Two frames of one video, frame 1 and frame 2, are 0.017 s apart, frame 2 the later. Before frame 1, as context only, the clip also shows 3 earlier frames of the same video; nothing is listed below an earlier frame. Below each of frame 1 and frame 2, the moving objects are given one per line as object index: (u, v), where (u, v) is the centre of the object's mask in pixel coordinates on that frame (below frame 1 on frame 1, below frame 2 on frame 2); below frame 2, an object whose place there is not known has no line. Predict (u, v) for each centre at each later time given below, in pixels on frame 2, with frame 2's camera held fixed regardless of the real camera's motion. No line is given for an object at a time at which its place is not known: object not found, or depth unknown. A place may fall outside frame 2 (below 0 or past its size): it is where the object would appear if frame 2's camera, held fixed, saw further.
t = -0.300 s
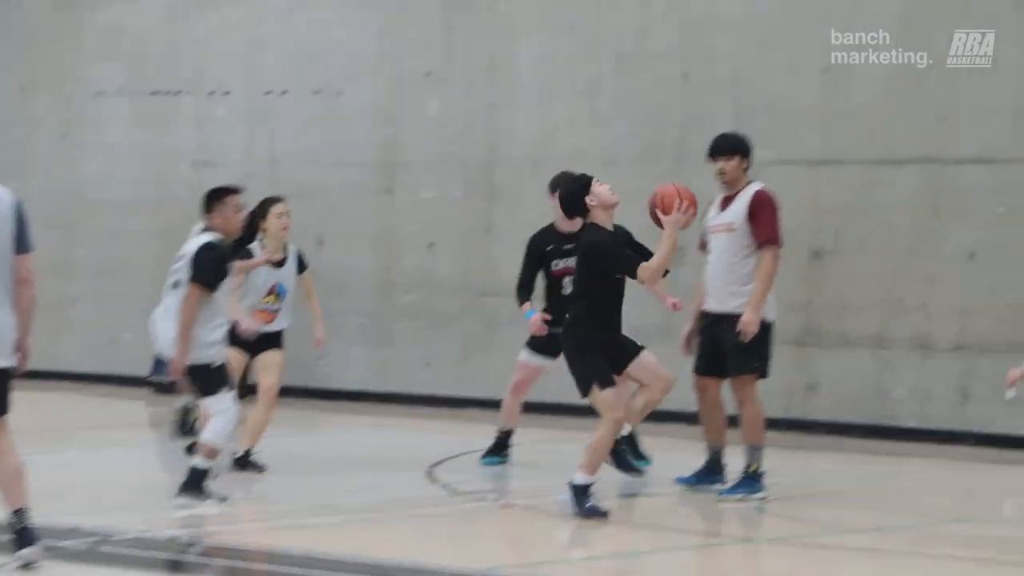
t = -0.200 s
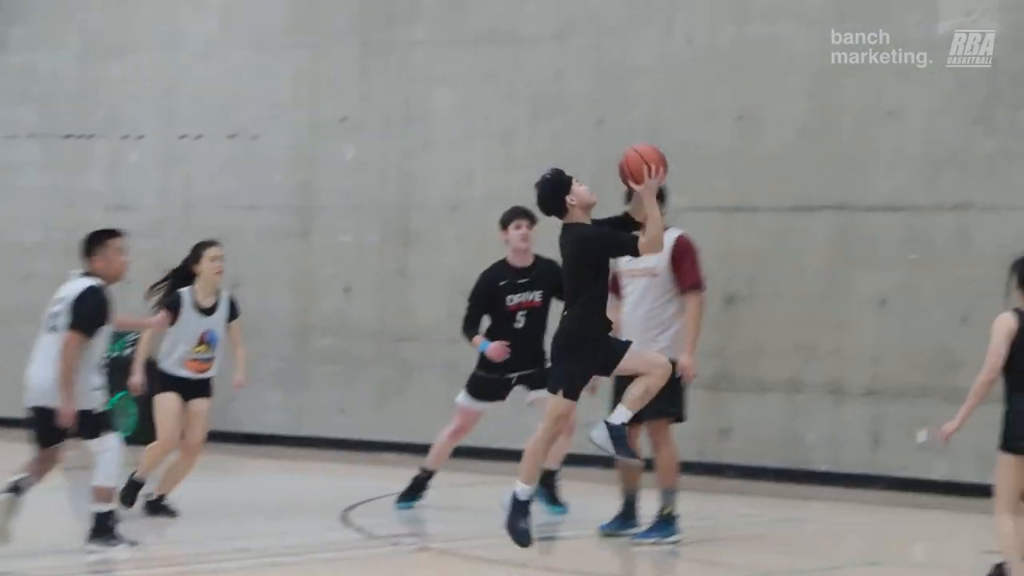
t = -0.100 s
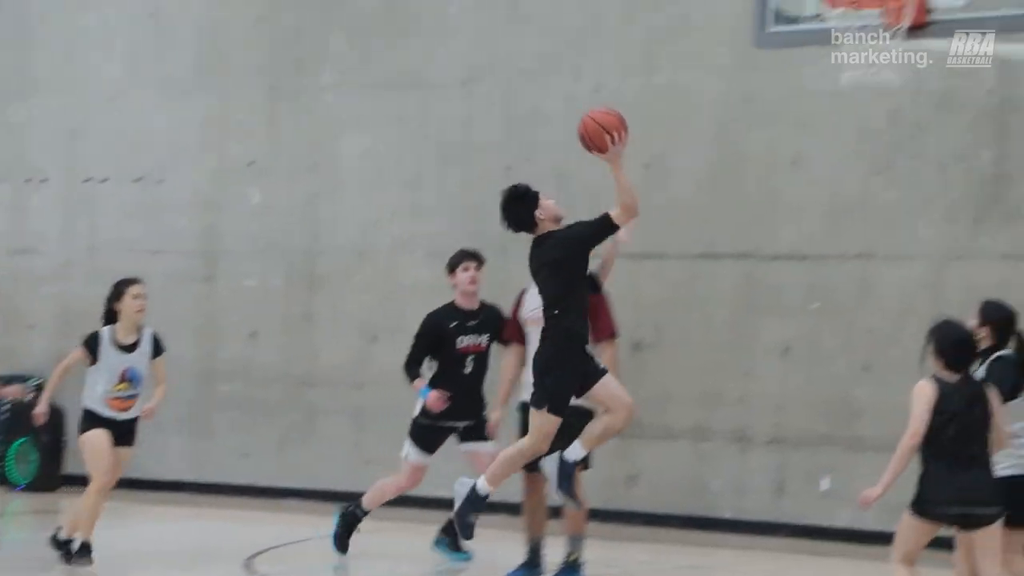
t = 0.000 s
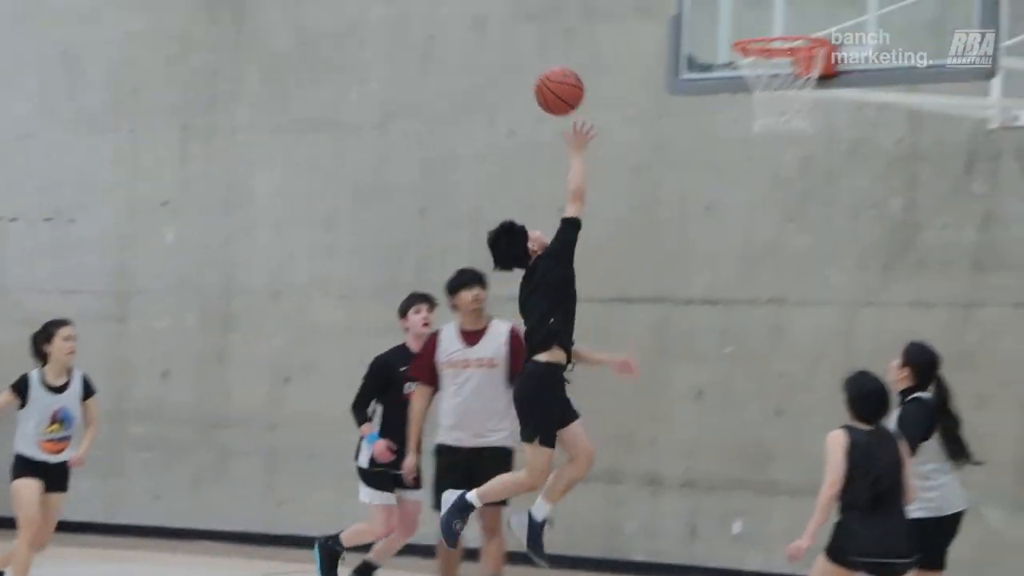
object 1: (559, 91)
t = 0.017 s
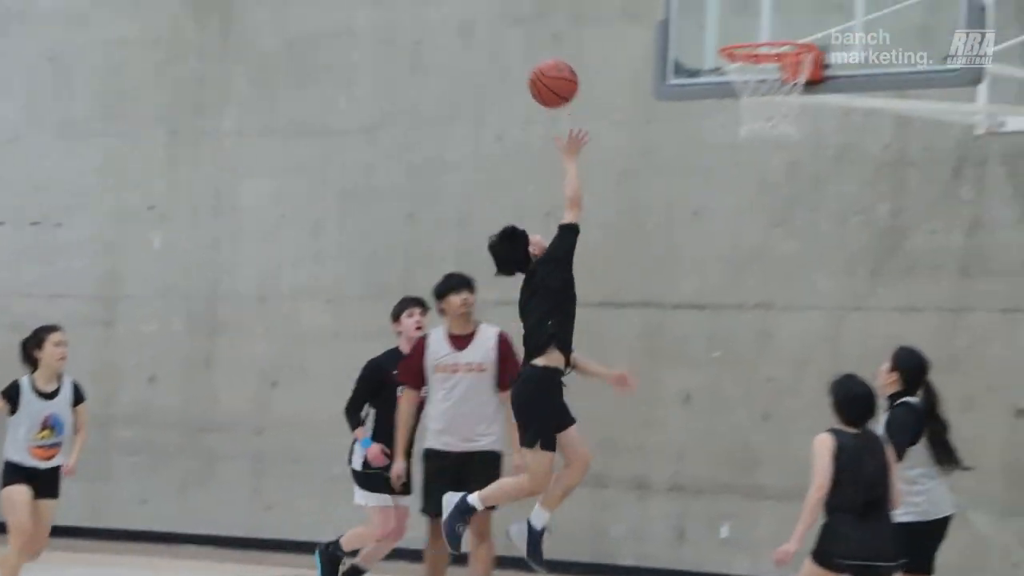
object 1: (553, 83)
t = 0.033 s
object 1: (561, 72)
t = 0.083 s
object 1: (583, 39)
